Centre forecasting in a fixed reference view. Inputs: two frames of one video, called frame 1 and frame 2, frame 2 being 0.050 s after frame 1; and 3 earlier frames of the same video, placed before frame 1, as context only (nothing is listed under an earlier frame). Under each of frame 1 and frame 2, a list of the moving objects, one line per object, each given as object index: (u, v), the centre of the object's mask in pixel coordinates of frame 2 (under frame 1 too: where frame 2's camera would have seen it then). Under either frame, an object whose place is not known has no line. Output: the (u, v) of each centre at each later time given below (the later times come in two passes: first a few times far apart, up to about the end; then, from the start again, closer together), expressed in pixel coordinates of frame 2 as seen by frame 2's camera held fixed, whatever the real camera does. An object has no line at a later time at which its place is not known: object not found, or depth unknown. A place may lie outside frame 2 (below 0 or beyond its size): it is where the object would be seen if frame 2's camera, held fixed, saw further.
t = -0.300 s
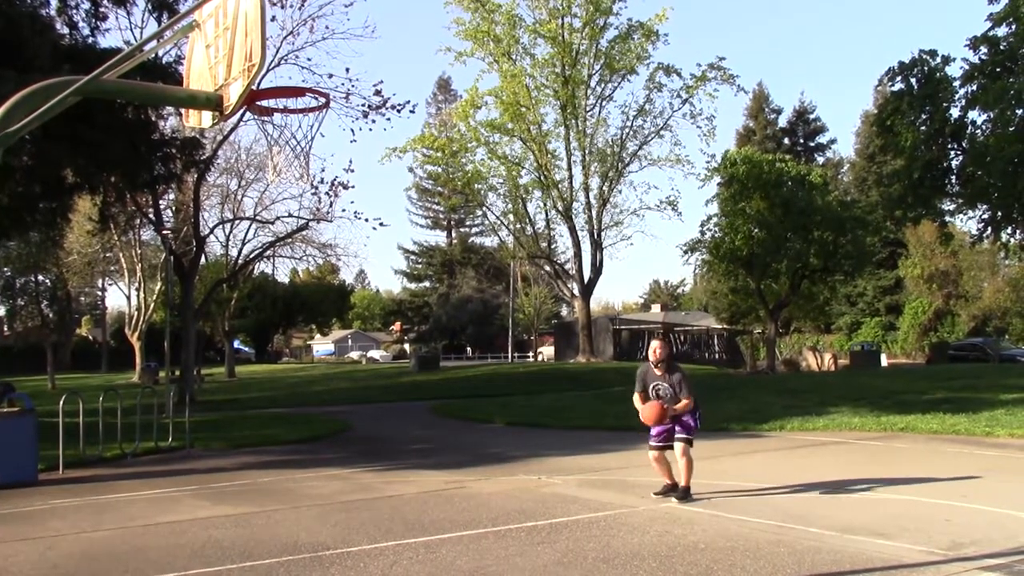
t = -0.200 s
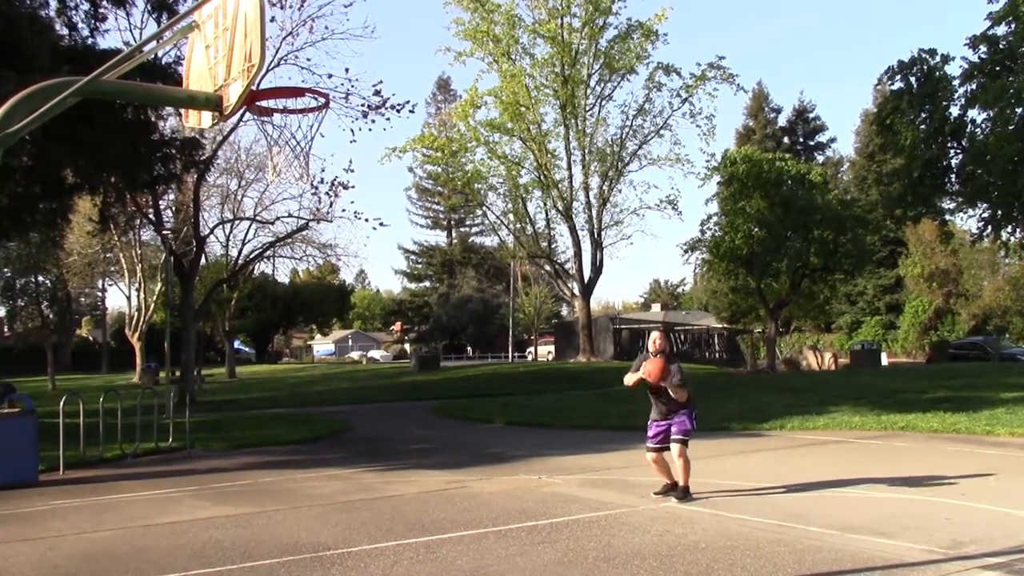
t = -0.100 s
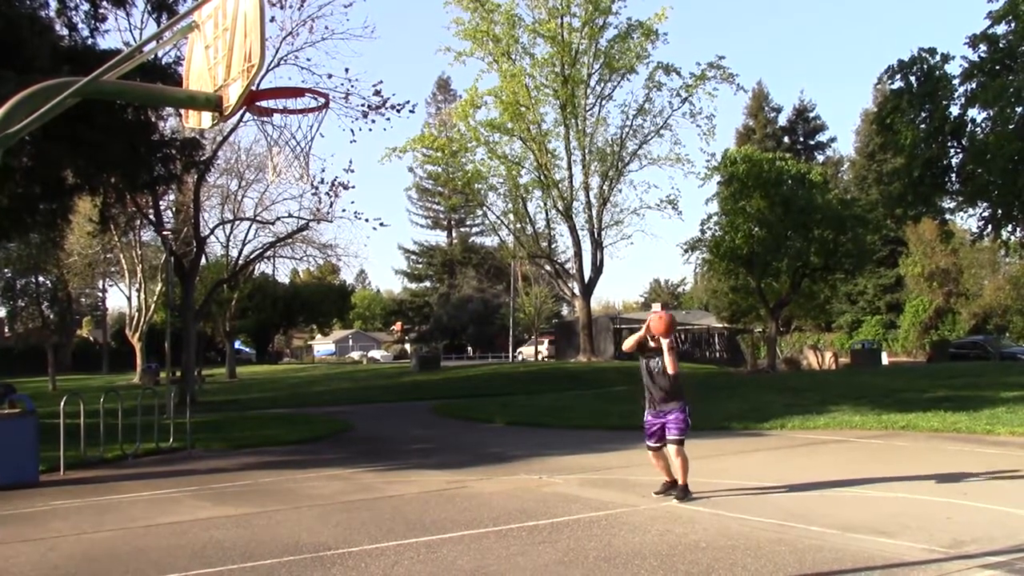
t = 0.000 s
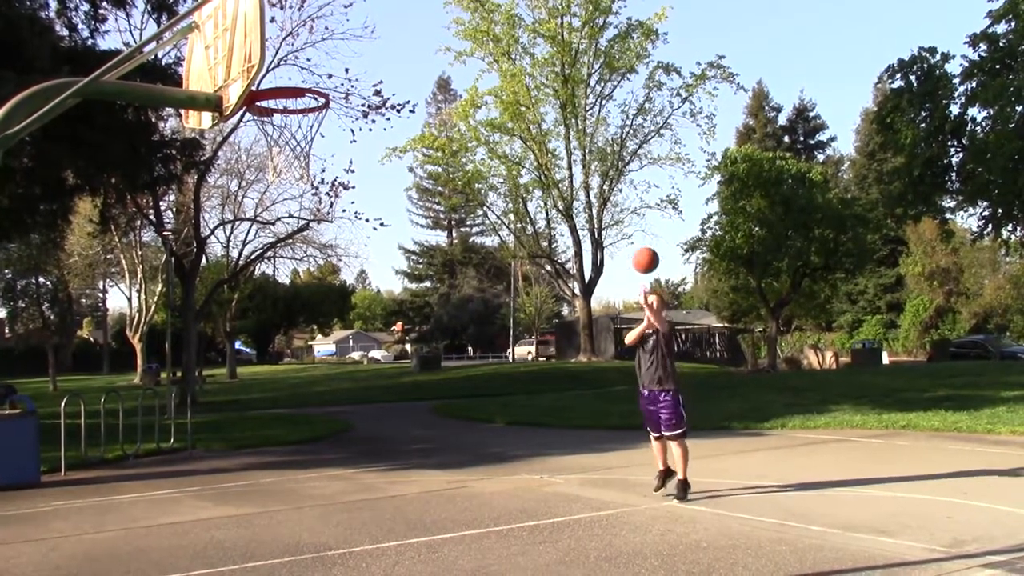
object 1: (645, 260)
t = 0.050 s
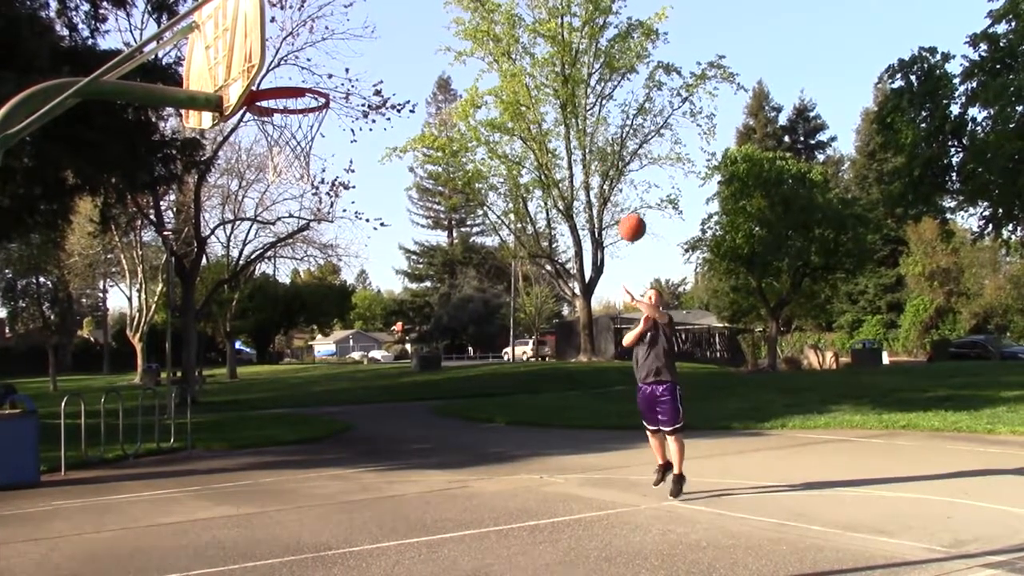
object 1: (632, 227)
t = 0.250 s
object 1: (573, 117)
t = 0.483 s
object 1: (497, 33)
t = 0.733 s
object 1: (401, 14)
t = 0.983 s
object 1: (284, 75)
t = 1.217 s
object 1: (325, 146)
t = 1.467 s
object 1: (326, 193)
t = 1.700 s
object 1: (330, 324)
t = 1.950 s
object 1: (336, 567)
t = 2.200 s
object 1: (314, 429)
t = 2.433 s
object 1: (292, 349)
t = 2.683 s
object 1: (271, 359)
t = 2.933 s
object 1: (251, 475)
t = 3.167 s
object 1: (230, 552)
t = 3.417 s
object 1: (204, 459)
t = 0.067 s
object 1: (627, 217)
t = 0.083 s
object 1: (622, 207)
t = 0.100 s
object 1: (617, 197)
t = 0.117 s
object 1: (613, 187)
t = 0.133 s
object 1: (608, 177)
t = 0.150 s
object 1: (603, 168)
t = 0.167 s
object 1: (598, 159)
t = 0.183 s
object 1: (593, 150)
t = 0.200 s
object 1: (588, 141)
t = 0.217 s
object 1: (583, 132)
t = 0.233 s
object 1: (578, 125)
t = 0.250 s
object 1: (573, 117)
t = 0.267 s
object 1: (569, 109)
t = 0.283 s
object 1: (563, 100)
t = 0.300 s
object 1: (559, 93)
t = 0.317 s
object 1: (552, 87)
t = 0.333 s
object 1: (547, 80)
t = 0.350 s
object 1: (542, 73)
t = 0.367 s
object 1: (536, 68)
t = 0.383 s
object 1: (531, 62)
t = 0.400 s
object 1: (526, 56)
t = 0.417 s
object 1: (520, 51)
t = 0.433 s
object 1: (515, 46)
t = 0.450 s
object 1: (509, 42)
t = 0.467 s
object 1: (503, 37)
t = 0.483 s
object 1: (497, 33)
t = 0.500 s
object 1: (491, 29)
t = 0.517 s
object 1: (485, 26)
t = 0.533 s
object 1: (479, 22)
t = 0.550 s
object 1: (473, 18)
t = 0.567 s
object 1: (467, 17)
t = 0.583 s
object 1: (460, 15)
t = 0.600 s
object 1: (454, 14)
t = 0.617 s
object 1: (448, 13)
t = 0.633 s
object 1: (442, 13)
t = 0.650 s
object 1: (435, 12)
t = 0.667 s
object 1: (429, 12)
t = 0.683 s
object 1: (422, 12)
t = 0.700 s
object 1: (415, 12)
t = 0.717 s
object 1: (408, 13)
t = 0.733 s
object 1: (401, 14)
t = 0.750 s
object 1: (394, 15)
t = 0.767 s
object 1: (387, 15)
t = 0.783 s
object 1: (380, 17)
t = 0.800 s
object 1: (372, 18)
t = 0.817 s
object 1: (365, 21)
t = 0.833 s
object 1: (358, 25)
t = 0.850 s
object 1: (350, 29)
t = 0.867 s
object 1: (342, 34)
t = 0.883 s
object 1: (334, 39)
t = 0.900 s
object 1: (326, 45)
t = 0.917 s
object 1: (318, 51)
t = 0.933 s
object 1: (310, 58)
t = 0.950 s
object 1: (301, 66)
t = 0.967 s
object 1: (293, 71)
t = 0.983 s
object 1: (284, 75)
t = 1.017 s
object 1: (271, 111)
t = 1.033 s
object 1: (281, 114)
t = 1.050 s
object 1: (290, 119)
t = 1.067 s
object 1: (299, 130)
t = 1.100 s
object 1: (315, 146)
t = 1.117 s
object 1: (319, 149)
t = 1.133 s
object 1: (321, 149)
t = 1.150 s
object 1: (323, 148)
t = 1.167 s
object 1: (324, 148)
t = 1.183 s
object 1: (325, 147)
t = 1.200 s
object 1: (325, 147)
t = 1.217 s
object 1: (325, 146)
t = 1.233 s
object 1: (326, 146)
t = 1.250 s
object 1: (326, 146)
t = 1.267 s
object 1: (326, 147)
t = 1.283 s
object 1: (326, 148)
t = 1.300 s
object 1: (326, 150)
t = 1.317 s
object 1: (326, 152)
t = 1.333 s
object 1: (326, 155)
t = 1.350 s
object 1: (326, 159)
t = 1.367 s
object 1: (326, 163)
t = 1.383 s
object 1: (326, 167)
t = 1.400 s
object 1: (326, 171)
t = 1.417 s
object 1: (326, 175)
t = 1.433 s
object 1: (326, 181)
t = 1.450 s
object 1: (326, 186)
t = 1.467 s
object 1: (326, 193)
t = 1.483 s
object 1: (326, 199)
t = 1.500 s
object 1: (327, 206)
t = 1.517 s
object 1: (327, 214)
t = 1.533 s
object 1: (327, 221)
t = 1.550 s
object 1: (327, 230)
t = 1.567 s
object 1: (328, 239)
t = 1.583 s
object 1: (328, 248)
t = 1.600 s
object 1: (328, 258)
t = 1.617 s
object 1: (329, 268)
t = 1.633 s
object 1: (329, 279)
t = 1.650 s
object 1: (329, 291)
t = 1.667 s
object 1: (330, 301)
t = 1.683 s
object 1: (330, 313)
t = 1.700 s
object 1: (330, 324)
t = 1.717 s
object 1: (329, 337)
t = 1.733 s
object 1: (330, 351)
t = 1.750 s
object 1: (330, 365)
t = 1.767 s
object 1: (331, 380)
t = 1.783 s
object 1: (331, 395)
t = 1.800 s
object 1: (332, 410)
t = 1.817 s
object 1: (331, 425)
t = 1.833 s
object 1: (331, 440)
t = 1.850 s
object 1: (332, 457)
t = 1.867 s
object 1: (333, 475)
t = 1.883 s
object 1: (334, 492)
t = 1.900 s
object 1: (334, 510)
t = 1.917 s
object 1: (334, 529)
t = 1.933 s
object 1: (335, 547)
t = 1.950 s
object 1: (336, 567)
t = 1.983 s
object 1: (335, 573)
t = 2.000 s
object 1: (333, 564)
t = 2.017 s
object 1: (331, 550)
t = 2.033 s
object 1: (330, 537)
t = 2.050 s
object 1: (328, 524)
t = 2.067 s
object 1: (326, 511)
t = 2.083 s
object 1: (325, 499)
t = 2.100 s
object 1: (324, 488)
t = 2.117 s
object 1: (322, 477)
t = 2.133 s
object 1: (319, 467)
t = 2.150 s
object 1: (318, 457)
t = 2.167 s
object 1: (312, 446)
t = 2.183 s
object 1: (315, 438)
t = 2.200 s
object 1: (314, 429)
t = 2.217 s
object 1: (310, 420)
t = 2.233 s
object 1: (310, 412)
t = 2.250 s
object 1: (309, 405)
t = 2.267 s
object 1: (308, 399)
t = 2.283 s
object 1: (305, 391)
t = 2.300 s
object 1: (305, 385)
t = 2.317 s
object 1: (303, 378)
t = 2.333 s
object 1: (301, 373)
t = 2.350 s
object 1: (300, 367)
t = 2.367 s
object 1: (298, 363)
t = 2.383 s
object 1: (296, 357)
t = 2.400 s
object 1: (295, 354)
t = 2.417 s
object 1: (294, 351)
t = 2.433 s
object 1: (292, 349)
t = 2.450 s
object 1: (291, 346)
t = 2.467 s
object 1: (290, 345)
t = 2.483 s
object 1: (287, 343)
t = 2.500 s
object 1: (287, 343)
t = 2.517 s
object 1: (286, 342)
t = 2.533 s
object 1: (283, 341)
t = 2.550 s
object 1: (282, 342)
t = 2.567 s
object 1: (280, 342)
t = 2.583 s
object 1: (279, 344)
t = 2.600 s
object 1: (278, 345)
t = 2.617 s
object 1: (276, 347)
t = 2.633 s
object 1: (275, 349)
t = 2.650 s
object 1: (274, 352)
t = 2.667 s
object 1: (273, 354)
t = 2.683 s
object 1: (271, 359)
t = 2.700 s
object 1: (270, 364)
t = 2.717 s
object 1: (268, 369)
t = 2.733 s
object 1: (266, 374)
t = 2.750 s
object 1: (265, 380)
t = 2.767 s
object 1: (263, 386)
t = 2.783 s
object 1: (261, 393)
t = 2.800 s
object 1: (261, 400)
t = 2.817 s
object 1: (259, 407)
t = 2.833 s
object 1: (258, 415)
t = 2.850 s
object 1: (256, 424)
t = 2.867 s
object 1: (256, 433)
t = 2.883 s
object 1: (253, 443)
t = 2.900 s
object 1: (252, 453)
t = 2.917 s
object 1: (251, 464)
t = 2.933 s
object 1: (251, 475)
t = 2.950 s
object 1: (250, 486)
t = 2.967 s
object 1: (248, 499)
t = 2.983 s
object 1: (247, 511)
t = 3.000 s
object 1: (245, 524)
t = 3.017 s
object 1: (244, 538)
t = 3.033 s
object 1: (243, 552)
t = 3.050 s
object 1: (241, 567)
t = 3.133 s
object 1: (233, 573)
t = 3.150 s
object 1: (231, 562)
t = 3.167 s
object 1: (230, 552)
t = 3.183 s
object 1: (228, 543)
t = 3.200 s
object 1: (226, 534)
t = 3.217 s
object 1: (225, 525)
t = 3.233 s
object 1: (223, 518)
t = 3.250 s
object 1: (221, 510)
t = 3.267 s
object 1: (220, 503)
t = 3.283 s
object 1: (217, 497)
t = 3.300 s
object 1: (216, 490)
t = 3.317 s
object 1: (214, 485)
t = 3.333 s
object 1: (212, 479)
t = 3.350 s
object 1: (210, 474)
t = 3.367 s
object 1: (208, 470)
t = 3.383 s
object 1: (207, 466)
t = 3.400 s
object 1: (205, 463)
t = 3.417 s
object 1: (204, 459)
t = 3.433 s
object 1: (202, 457)
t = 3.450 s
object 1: (200, 455)
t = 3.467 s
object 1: (199, 454)
